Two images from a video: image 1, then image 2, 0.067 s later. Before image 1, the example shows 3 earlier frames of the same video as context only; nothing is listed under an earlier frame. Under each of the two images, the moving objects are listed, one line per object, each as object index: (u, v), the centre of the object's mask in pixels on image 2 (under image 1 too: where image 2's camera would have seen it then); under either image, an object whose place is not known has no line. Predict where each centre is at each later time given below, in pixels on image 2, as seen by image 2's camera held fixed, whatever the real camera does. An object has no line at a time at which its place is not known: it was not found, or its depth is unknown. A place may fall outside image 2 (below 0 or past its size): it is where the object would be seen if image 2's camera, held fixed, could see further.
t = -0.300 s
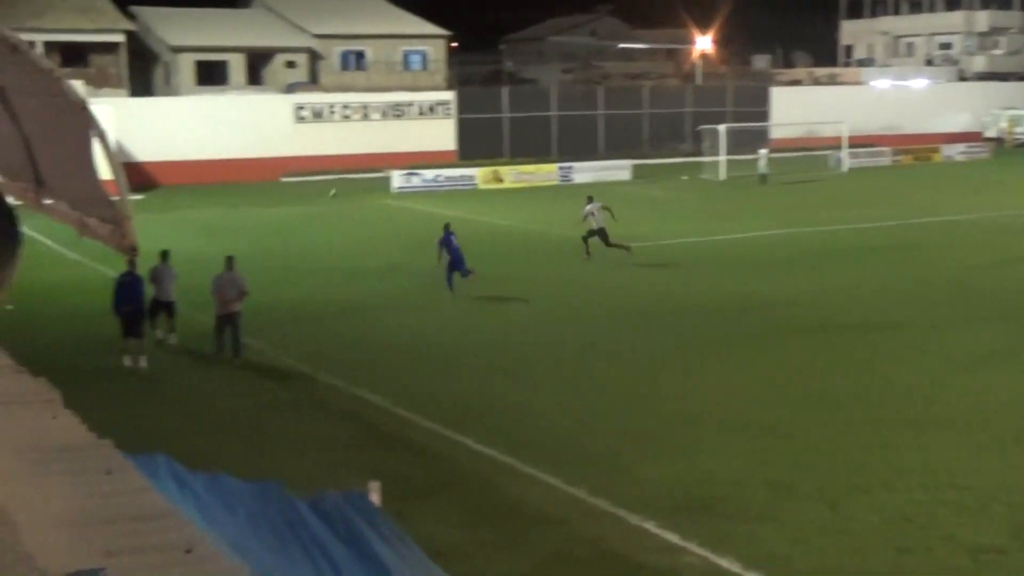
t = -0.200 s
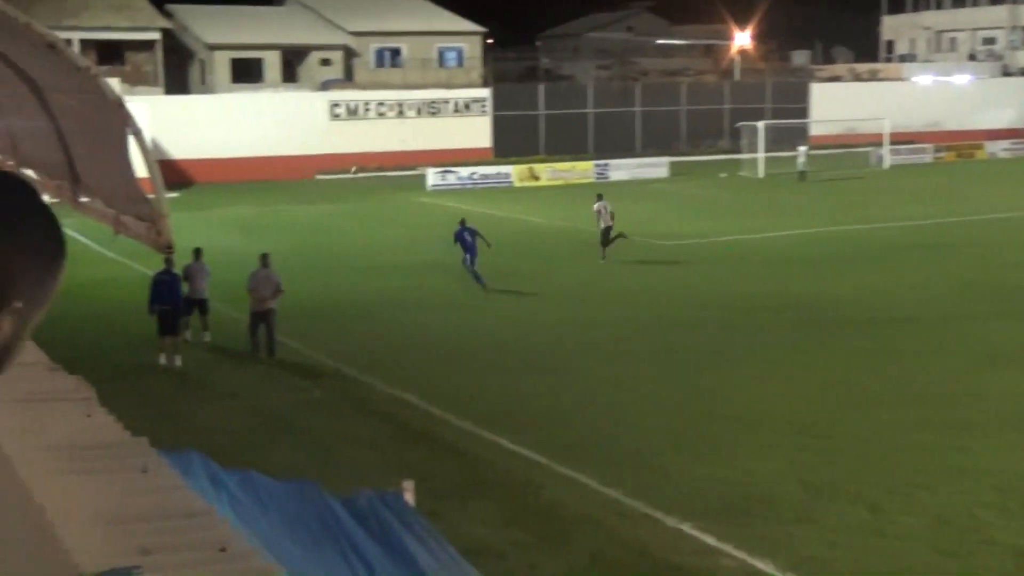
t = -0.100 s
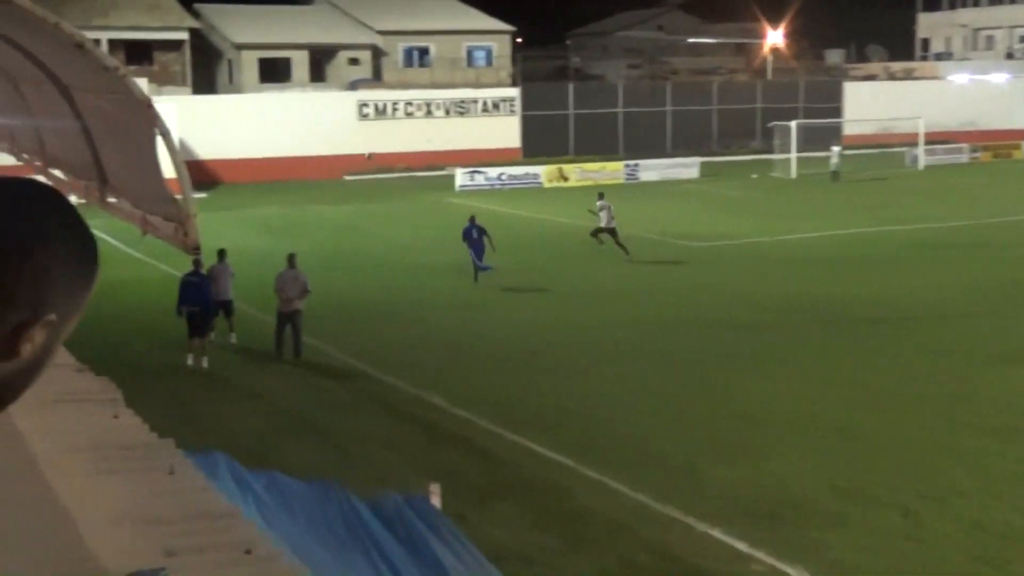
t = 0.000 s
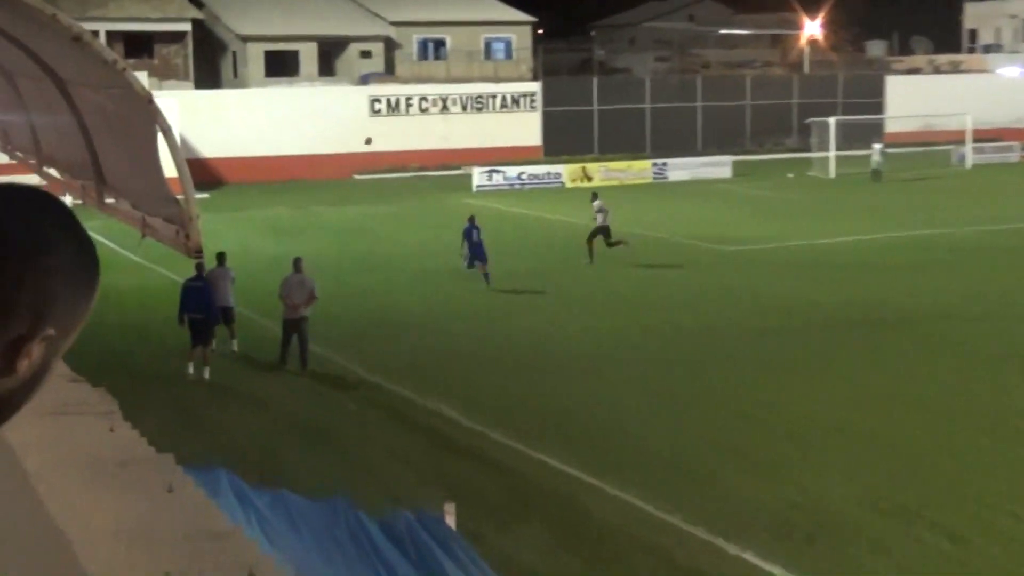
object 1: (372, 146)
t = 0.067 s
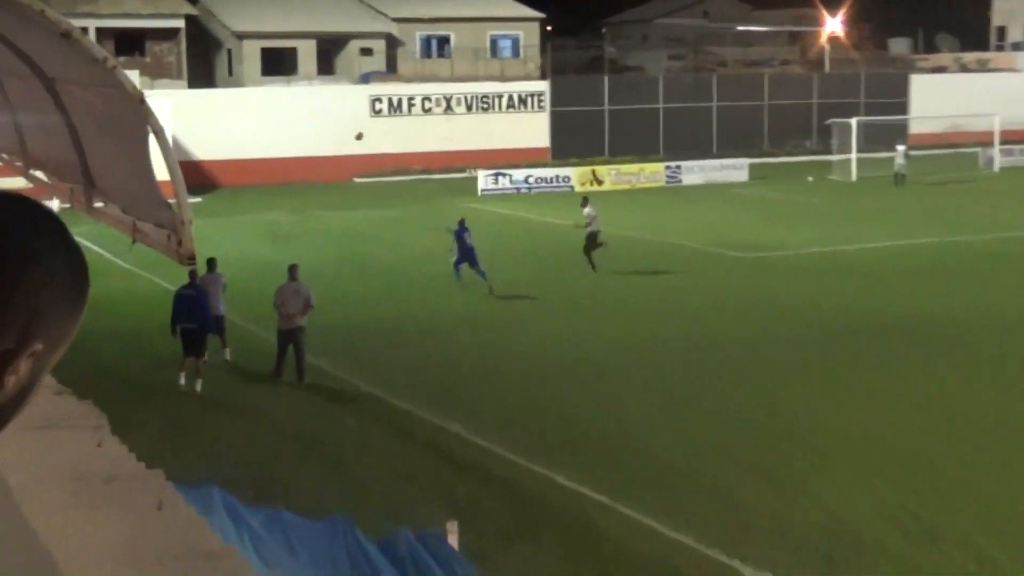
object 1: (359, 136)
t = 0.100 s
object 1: (353, 133)
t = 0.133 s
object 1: (345, 130)
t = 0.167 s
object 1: (337, 128)
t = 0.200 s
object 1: (330, 127)
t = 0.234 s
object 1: (323, 126)
